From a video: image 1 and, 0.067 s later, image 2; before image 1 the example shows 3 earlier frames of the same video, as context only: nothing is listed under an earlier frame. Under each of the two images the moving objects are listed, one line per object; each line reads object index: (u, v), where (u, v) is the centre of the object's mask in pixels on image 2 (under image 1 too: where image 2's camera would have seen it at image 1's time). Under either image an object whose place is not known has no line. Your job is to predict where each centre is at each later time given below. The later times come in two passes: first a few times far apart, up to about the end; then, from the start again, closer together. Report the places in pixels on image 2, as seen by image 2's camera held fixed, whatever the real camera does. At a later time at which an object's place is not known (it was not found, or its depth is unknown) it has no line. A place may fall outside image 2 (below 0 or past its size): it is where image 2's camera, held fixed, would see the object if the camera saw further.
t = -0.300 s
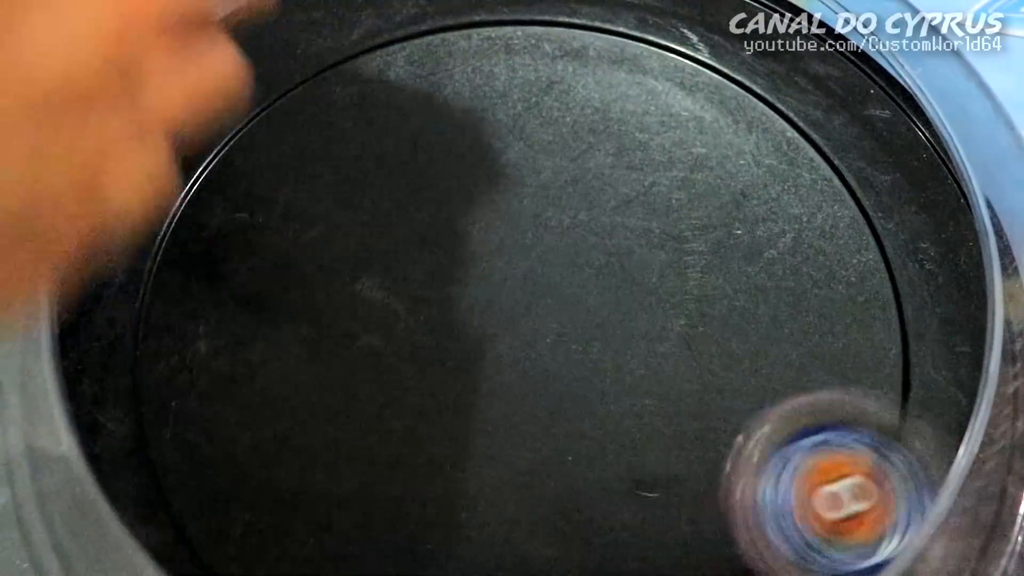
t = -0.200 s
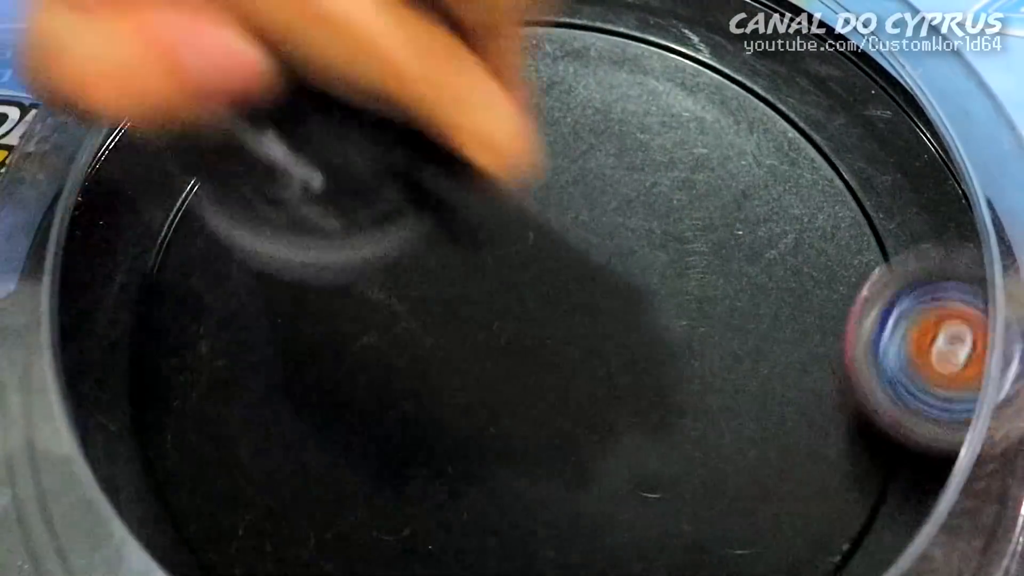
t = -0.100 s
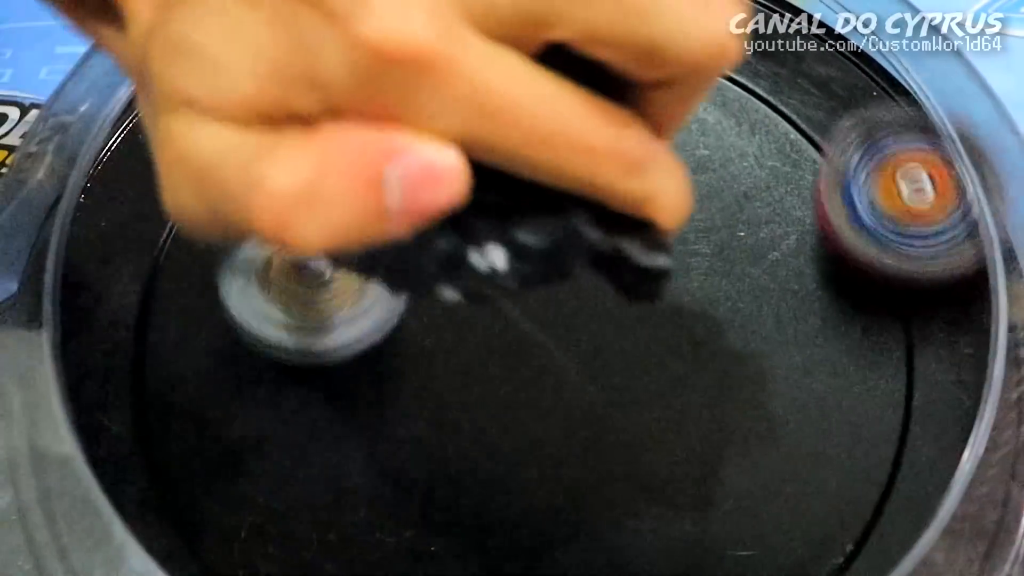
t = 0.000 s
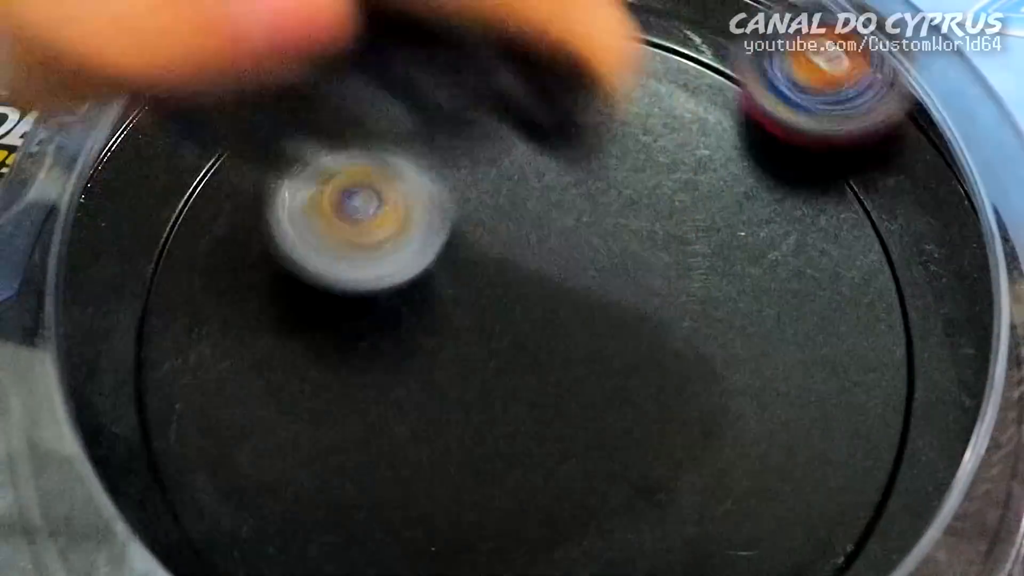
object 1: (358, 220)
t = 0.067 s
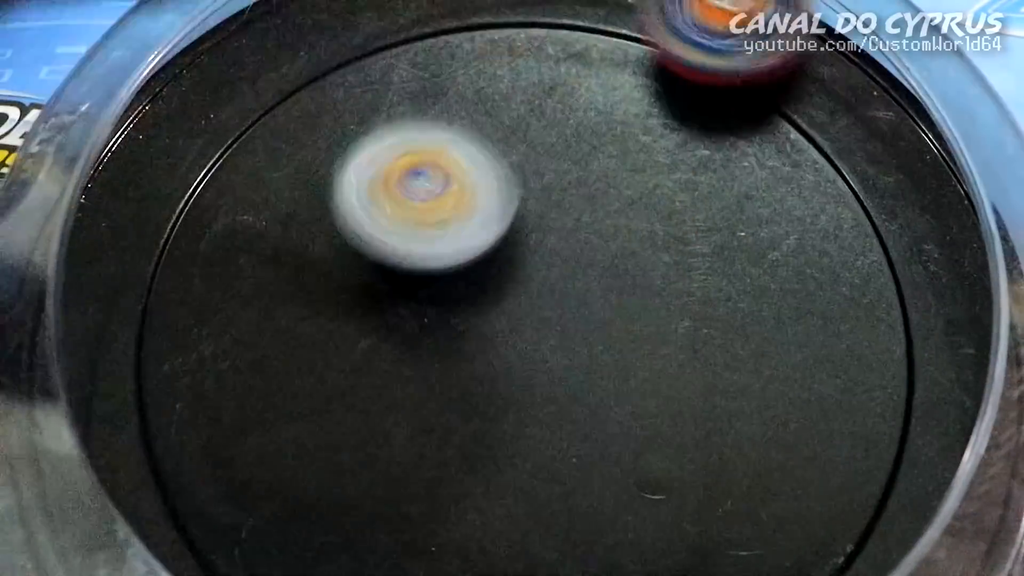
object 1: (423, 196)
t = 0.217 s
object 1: (585, 213)
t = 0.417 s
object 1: (704, 342)
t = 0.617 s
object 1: (570, 486)
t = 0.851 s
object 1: (405, 378)
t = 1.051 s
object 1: (481, 219)
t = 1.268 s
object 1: (447, 459)
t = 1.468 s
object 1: (508, 477)
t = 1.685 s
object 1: (525, 337)
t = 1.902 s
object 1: (573, 284)
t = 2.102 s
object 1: (592, 340)
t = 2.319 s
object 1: (546, 342)
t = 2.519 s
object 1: (530, 328)
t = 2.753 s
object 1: (561, 321)
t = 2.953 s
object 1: (544, 297)
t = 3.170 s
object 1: (537, 366)
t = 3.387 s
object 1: (555, 355)
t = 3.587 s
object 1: (476, 343)
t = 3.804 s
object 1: (486, 325)
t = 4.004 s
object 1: (540, 281)
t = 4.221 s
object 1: (518, 307)
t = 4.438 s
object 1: (585, 348)
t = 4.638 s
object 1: (581, 309)
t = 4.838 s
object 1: (503, 350)
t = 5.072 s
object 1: (511, 359)
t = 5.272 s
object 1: (538, 273)
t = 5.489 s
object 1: (527, 292)
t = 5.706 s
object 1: (569, 388)
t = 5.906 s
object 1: (554, 308)
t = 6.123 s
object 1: (482, 251)
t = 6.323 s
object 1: (527, 330)
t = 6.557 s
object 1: (599, 351)
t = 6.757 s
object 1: (491, 317)
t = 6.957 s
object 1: (446, 351)
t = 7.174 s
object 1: (574, 345)
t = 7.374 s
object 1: (518, 377)
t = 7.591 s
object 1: (436, 358)
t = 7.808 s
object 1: (524, 517)
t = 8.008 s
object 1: (557, 503)
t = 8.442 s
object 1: (470, 416)
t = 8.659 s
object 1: (592, 289)
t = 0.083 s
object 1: (442, 190)
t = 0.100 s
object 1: (460, 190)
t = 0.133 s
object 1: (497, 196)
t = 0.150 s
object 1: (515, 192)
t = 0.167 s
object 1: (533, 196)
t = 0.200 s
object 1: (568, 210)
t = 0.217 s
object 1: (585, 213)
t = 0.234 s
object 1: (603, 222)
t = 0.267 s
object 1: (634, 243)
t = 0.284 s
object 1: (647, 248)
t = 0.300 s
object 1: (661, 258)
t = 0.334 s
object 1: (682, 285)
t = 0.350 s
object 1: (689, 290)
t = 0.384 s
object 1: (701, 315)
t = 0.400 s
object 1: (703, 331)
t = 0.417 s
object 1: (704, 342)
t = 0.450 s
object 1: (700, 372)
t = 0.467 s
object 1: (694, 384)
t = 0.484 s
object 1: (686, 398)
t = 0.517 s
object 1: (664, 424)
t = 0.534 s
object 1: (650, 438)
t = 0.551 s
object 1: (637, 451)
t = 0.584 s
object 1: (606, 471)
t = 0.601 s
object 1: (588, 479)
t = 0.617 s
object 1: (570, 486)
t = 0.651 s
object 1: (533, 490)
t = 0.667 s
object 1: (516, 490)
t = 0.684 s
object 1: (499, 489)
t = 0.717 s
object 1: (469, 483)
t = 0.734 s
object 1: (456, 478)
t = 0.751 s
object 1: (445, 468)
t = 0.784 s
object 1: (427, 444)
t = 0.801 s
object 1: (420, 430)
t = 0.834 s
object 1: (408, 397)
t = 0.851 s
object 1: (405, 378)
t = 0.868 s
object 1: (406, 360)
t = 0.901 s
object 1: (411, 327)
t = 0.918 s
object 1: (415, 313)
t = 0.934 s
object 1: (418, 295)
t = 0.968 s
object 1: (433, 268)
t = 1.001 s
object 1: (450, 240)
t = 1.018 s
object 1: (462, 230)
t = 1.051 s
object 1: (481, 219)
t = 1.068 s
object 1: (477, 230)
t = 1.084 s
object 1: (473, 238)
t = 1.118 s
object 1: (463, 276)
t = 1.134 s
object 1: (459, 303)
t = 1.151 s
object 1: (455, 331)
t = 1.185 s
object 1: (447, 373)
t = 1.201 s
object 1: (446, 393)
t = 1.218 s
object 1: (447, 409)
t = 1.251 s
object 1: (444, 444)
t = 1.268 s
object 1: (447, 459)
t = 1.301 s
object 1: (453, 479)
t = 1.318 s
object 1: (457, 480)
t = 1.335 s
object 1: (464, 488)
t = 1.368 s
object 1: (472, 493)
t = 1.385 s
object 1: (479, 493)
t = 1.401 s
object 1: (485, 492)
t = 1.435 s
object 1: (498, 489)
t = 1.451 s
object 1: (502, 485)
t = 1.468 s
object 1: (508, 477)
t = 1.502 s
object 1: (518, 462)
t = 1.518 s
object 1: (522, 452)
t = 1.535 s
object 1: (523, 442)
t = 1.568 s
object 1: (528, 414)
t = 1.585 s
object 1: (528, 404)
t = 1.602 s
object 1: (528, 392)
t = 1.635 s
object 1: (525, 365)
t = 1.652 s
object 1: (526, 353)
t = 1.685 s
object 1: (525, 337)
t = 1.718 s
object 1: (523, 318)
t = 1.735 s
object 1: (526, 311)
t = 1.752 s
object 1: (528, 306)
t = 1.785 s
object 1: (533, 295)
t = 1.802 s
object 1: (538, 289)
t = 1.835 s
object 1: (548, 283)
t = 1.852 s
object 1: (556, 284)
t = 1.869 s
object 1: (560, 283)
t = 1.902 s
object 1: (573, 284)
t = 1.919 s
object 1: (581, 287)
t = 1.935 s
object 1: (588, 293)
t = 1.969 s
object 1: (596, 303)
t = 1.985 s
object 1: (598, 309)
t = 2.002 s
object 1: (600, 314)
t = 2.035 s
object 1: (599, 324)
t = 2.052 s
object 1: (599, 327)
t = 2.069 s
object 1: (597, 331)
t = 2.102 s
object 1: (592, 340)
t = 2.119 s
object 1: (589, 341)
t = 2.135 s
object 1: (587, 343)
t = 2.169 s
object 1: (581, 348)
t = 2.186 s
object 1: (574, 348)
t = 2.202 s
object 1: (571, 349)
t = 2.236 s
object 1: (565, 349)
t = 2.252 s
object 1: (558, 346)
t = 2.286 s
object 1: (553, 345)
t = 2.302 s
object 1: (551, 343)
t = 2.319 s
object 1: (546, 342)
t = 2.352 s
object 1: (542, 337)
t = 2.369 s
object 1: (540, 335)
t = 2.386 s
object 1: (537, 335)
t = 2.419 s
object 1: (534, 331)
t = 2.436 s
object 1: (533, 329)
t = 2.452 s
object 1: (532, 330)
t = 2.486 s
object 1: (530, 327)
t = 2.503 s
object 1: (531, 325)
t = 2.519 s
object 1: (530, 328)
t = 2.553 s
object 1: (531, 327)
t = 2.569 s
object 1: (532, 328)
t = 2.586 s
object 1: (534, 329)
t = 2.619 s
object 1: (537, 328)
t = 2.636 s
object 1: (540, 329)
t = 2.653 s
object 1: (542, 331)
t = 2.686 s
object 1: (548, 327)
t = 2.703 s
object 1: (553, 327)
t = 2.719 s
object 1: (554, 326)
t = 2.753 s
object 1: (561, 321)
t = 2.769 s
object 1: (563, 319)
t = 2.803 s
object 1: (564, 310)
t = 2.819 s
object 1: (563, 307)
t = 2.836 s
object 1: (562, 304)
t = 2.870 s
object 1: (555, 294)
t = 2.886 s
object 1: (553, 293)
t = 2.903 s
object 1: (549, 292)
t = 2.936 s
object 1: (543, 294)
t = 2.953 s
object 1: (544, 297)
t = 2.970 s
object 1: (540, 301)
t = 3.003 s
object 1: (539, 308)
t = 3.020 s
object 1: (540, 316)
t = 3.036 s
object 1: (535, 321)
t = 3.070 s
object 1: (535, 333)
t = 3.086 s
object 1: (532, 341)
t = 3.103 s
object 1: (531, 346)
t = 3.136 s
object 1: (535, 356)
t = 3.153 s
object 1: (534, 362)
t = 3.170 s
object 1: (537, 366)
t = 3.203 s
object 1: (544, 373)
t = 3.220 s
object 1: (547, 373)
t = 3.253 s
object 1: (559, 371)
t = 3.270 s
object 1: (559, 367)
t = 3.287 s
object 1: (563, 364)
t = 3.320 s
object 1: (564, 361)
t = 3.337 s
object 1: (564, 358)
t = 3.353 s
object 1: (563, 358)
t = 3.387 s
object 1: (555, 355)
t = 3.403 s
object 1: (552, 354)
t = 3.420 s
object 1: (548, 354)
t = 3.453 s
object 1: (532, 352)
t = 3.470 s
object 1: (526, 351)
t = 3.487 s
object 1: (514, 349)
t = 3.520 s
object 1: (504, 346)
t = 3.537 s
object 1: (493, 344)
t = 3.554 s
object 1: (488, 343)
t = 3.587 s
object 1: (476, 343)
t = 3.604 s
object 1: (471, 342)
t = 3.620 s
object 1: (468, 342)
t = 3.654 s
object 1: (463, 346)
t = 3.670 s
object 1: (463, 345)
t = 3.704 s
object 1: (465, 347)
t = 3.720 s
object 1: (468, 345)
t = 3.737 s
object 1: (472, 345)
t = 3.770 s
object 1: (478, 336)
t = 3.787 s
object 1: (484, 333)
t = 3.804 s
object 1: (486, 325)
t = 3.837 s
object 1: (501, 319)
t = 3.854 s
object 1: (505, 313)
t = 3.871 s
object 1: (512, 307)
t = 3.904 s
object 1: (522, 298)
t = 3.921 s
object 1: (528, 295)
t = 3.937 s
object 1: (533, 294)
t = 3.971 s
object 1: (538, 286)
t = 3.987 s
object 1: (541, 285)
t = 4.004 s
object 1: (540, 281)
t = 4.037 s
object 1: (542, 280)
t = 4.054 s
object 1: (539, 278)
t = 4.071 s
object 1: (537, 278)
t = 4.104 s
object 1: (530, 280)
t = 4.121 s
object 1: (527, 282)
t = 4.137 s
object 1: (524, 286)
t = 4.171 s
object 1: (517, 293)
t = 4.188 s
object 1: (517, 300)
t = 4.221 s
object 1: (518, 307)
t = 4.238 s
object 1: (520, 314)
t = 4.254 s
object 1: (522, 317)
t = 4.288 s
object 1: (532, 326)
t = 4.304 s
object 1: (537, 327)
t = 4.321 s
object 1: (545, 332)
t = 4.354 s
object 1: (556, 340)
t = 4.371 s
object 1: (563, 346)
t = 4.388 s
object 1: (567, 348)
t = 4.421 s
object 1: (582, 351)
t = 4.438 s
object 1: (585, 348)
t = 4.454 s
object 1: (592, 348)
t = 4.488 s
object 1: (597, 345)
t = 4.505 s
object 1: (602, 344)
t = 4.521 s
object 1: (601, 338)
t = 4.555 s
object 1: (603, 329)
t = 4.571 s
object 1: (599, 321)
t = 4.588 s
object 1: (596, 319)
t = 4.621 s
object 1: (585, 309)
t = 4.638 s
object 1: (581, 309)
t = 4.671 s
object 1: (568, 306)
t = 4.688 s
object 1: (564, 307)
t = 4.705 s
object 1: (553, 308)
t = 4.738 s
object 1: (541, 315)
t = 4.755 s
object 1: (532, 317)
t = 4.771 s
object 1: (529, 323)
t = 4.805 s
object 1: (514, 336)
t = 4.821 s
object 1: (510, 341)
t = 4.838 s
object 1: (503, 350)
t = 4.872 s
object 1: (499, 364)
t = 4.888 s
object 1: (495, 369)
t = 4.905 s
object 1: (498, 374)
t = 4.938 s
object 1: (498, 381)
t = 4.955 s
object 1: (501, 385)
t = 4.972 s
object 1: (498, 383)
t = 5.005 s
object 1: (500, 382)
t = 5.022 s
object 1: (503, 377)
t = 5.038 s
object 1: (505, 374)
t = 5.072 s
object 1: (511, 359)
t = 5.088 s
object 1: (510, 352)
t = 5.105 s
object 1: (516, 343)
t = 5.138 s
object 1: (522, 327)
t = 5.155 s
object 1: (527, 324)
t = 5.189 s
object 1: (533, 306)
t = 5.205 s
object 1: (534, 301)
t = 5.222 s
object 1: (536, 290)
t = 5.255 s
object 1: (536, 278)
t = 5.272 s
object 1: (538, 273)
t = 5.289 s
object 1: (534, 267)
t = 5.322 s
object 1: (532, 260)
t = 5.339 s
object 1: (527, 257)
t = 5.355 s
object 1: (527, 256)
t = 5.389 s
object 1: (523, 257)
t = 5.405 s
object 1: (523, 262)
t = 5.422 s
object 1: (522, 264)
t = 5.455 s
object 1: (523, 274)
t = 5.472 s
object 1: (527, 281)
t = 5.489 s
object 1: (527, 292)
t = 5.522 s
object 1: (530, 307)
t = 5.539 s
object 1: (530, 317)
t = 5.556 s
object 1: (533, 324)
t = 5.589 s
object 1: (536, 342)
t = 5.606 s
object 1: (541, 355)
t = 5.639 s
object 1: (550, 368)
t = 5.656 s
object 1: (551, 376)
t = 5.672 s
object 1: (560, 381)
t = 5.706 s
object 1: (569, 388)
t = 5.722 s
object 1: (573, 393)
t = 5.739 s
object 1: (574, 390)
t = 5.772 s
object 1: (575, 379)
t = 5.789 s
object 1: (578, 375)
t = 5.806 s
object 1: (572, 363)
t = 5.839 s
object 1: (567, 346)
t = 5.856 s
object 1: (564, 334)
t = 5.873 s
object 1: (561, 326)
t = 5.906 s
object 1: (554, 308)
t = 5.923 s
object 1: (548, 296)
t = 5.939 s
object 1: (545, 290)
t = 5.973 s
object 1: (535, 273)
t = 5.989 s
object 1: (523, 264)
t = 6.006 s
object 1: (520, 260)
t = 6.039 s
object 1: (504, 250)
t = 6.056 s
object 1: (497, 249)
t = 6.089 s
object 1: (488, 248)
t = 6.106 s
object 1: (483, 247)
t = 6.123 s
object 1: (482, 251)
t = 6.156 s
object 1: (481, 256)
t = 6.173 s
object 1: (479, 261)
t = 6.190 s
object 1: (484, 264)
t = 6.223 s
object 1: (491, 278)
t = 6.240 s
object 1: (495, 290)
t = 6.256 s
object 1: (499, 295)
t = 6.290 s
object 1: (511, 314)
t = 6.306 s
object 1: (522, 324)
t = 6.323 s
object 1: (527, 330)
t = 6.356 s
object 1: (545, 344)
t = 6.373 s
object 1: (557, 350)
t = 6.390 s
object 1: (562, 355)
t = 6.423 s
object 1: (578, 360)
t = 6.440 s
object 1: (589, 361)
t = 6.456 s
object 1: (591, 363)
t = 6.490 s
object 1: (599, 361)
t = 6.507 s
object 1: (603, 358)
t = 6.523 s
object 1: (601, 358)
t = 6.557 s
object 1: (599, 351)
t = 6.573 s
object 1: (596, 345)
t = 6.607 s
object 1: (585, 335)
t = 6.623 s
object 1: (576, 334)
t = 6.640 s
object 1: (568, 329)
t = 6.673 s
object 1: (549, 324)
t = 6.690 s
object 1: (537, 320)
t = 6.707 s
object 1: (527, 318)
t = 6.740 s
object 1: (504, 317)
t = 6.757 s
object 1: (491, 317)
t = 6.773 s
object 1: (481, 315)
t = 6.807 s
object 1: (463, 321)
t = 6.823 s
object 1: (454, 324)
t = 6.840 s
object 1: (448, 325)
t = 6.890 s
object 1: (436, 337)
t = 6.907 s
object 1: (436, 338)
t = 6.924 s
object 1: (438, 345)
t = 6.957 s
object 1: (446, 351)
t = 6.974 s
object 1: (451, 350)
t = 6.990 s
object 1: (459, 357)
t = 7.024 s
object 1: (477, 362)
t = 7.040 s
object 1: (488, 358)
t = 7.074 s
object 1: (511, 360)
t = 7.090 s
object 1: (519, 362)
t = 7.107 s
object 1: (535, 357)
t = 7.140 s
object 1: (555, 352)
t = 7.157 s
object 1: (563, 347)
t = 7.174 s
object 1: (574, 345)
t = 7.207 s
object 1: (591, 330)
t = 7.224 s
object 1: (590, 329)
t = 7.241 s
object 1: (589, 337)
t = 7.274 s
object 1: (575, 351)
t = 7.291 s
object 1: (561, 355)
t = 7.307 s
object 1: (556, 363)
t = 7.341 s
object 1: (537, 372)
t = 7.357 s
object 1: (522, 373)
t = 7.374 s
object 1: (518, 377)
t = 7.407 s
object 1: (500, 380)
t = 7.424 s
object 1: (487, 379)
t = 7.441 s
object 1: (483, 381)
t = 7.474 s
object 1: (469, 378)
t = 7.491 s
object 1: (460, 373)
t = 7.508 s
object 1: (457, 373)
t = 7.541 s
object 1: (447, 369)
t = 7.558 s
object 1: (442, 364)
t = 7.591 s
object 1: (436, 358)
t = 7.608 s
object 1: (433, 357)
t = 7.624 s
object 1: (433, 353)
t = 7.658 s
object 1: (438, 370)
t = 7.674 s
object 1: (448, 394)
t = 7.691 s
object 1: (453, 421)
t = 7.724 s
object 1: (478, 470)
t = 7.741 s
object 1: (484, 484)
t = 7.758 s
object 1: (494, 496)
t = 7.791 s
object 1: (513, 513)
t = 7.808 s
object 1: (524, 517)
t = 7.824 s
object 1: (529, 521)
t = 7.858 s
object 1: (547, 526)
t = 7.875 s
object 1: (553, 526)
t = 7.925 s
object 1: (562, 521)
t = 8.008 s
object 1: (557, 503)
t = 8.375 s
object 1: (445, 472)
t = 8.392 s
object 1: (448, 454)
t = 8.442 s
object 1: (470, 416)
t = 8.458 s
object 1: (475, 401)
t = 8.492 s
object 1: (498, 376)
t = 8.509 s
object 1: (509, 360)
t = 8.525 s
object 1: (520, 351)
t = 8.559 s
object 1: (540, 327)
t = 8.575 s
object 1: (546, 315)
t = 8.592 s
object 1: (559, 304)
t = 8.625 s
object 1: (576, 288)
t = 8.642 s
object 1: (582, 281)
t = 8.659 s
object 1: (592, 289)
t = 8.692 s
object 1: (646, 351)
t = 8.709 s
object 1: (674, 388)
